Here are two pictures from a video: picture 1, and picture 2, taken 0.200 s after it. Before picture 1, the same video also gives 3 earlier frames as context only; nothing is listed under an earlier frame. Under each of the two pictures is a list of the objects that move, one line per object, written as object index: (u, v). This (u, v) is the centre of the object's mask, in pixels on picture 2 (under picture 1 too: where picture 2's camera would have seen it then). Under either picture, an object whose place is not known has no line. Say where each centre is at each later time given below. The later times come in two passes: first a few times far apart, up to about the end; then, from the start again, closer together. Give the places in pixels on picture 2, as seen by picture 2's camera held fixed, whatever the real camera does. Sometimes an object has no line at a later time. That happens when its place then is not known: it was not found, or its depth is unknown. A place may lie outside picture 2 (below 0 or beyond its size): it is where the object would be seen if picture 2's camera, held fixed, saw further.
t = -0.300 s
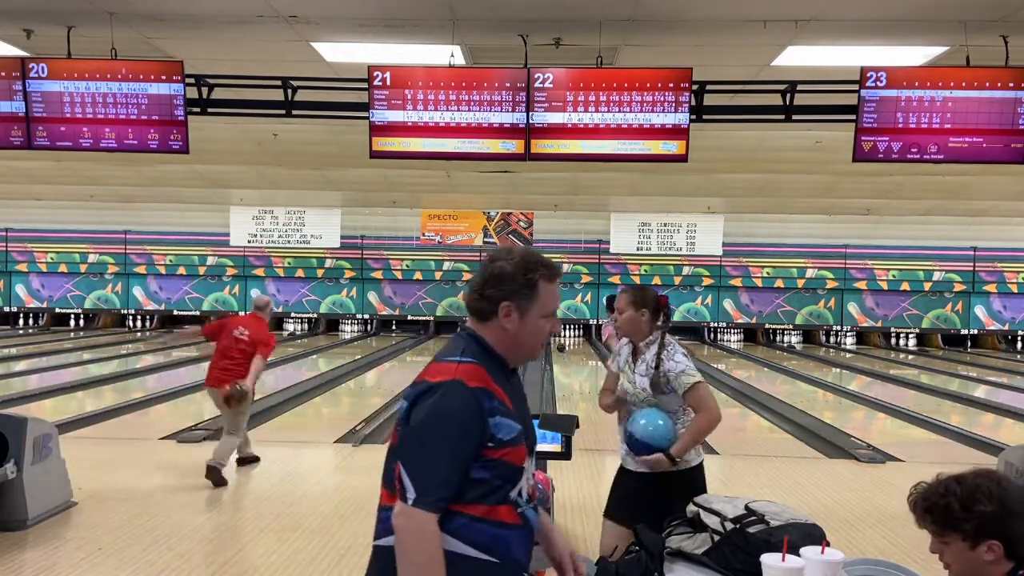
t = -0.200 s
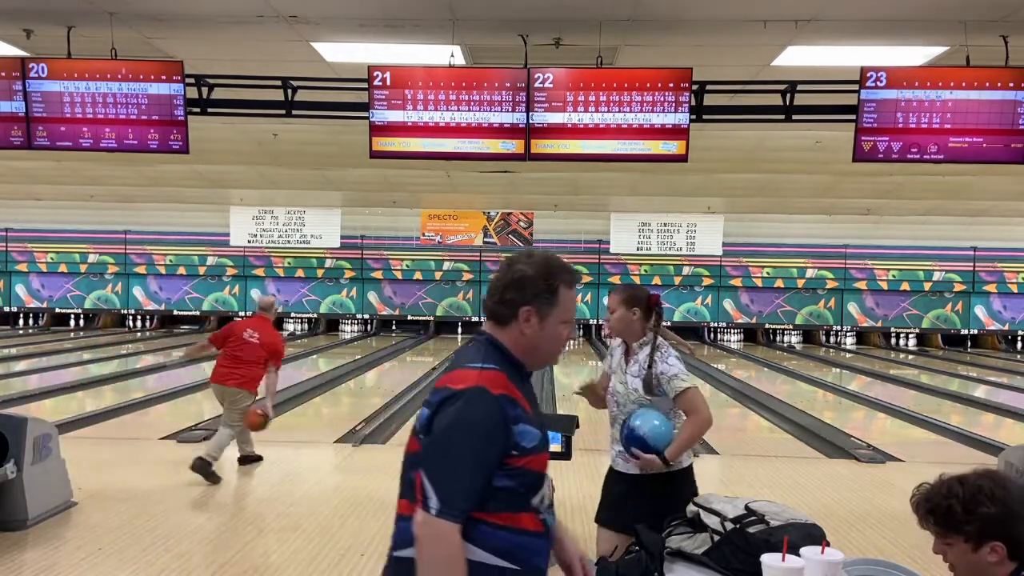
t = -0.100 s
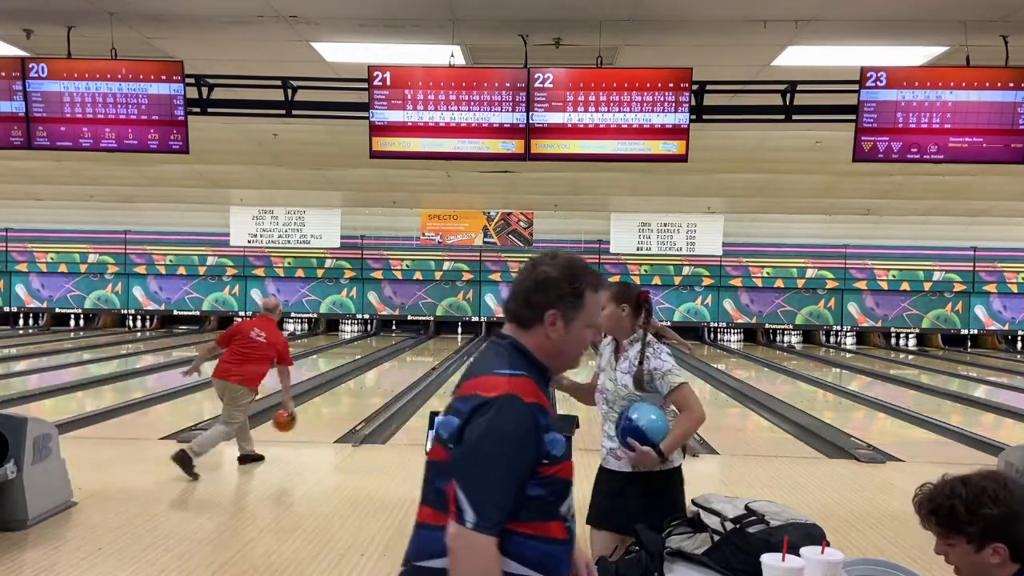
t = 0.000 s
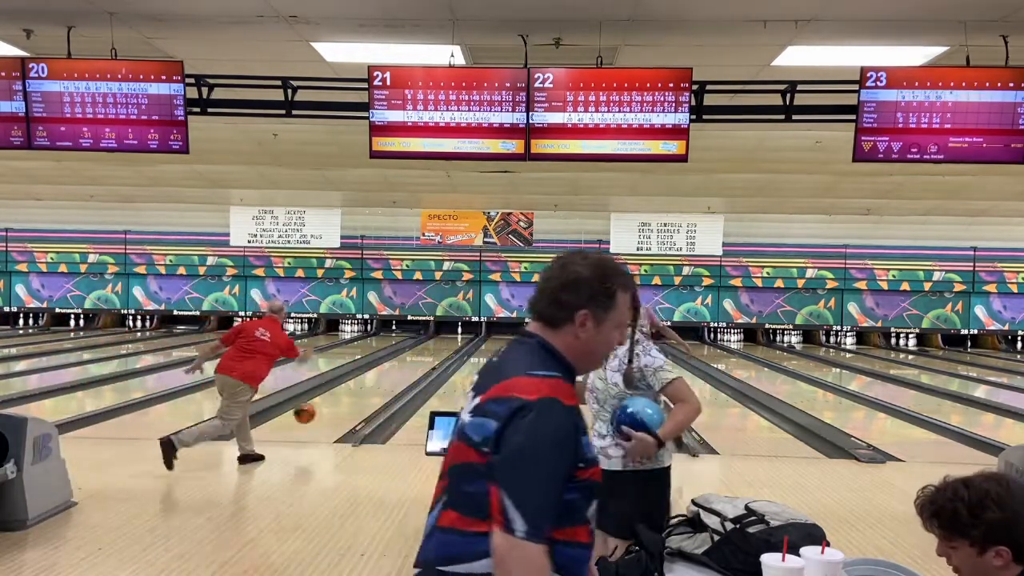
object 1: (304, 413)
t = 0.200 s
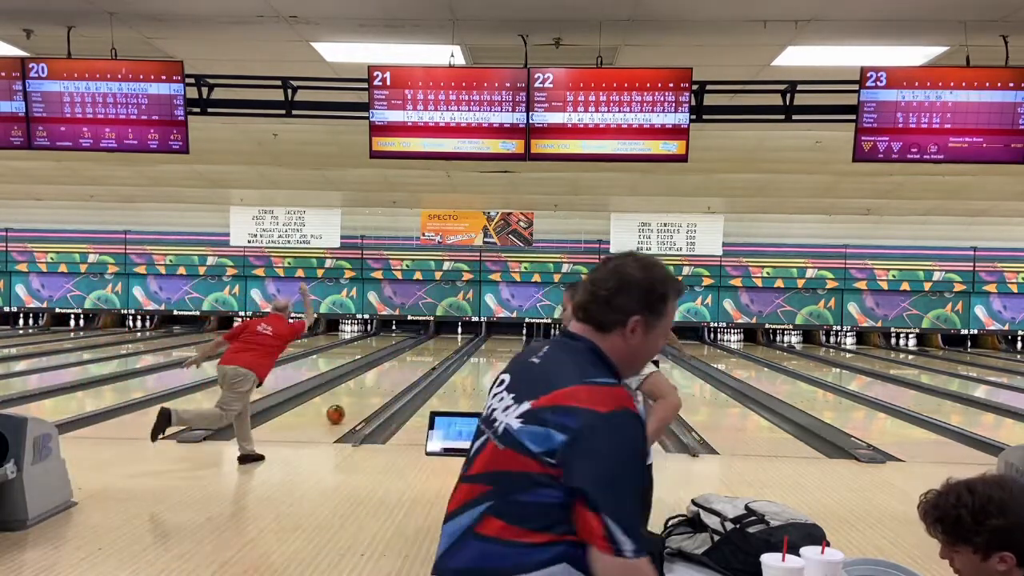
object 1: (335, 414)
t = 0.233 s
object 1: (340, 412)
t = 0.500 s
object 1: (369, 393)
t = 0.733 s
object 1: (388, 380)
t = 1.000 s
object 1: (404, 369)
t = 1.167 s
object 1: (413, 363)
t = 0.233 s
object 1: (340, 412)
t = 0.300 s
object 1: (348, 406)
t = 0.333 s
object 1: (352, 403)
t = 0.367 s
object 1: (355, 401)
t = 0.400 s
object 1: (359, 399)
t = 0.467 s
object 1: (366, 394)
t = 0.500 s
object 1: (369, 393)
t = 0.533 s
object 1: (372, 390)
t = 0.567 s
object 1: (375, 389)
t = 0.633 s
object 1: (380, 385)
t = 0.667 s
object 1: (383, 383)
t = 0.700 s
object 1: (385, 381)
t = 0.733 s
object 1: (388, 380)
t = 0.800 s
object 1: (392, 377)
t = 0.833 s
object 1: (394, 376)
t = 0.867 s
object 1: (397, 374)
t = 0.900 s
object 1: (399, 373)
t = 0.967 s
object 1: (402, 370)
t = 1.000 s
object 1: (404, 369)
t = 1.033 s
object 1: (406, 367)
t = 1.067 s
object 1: (407, 366)
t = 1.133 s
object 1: (411, 364)
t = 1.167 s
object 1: (413, 363)
